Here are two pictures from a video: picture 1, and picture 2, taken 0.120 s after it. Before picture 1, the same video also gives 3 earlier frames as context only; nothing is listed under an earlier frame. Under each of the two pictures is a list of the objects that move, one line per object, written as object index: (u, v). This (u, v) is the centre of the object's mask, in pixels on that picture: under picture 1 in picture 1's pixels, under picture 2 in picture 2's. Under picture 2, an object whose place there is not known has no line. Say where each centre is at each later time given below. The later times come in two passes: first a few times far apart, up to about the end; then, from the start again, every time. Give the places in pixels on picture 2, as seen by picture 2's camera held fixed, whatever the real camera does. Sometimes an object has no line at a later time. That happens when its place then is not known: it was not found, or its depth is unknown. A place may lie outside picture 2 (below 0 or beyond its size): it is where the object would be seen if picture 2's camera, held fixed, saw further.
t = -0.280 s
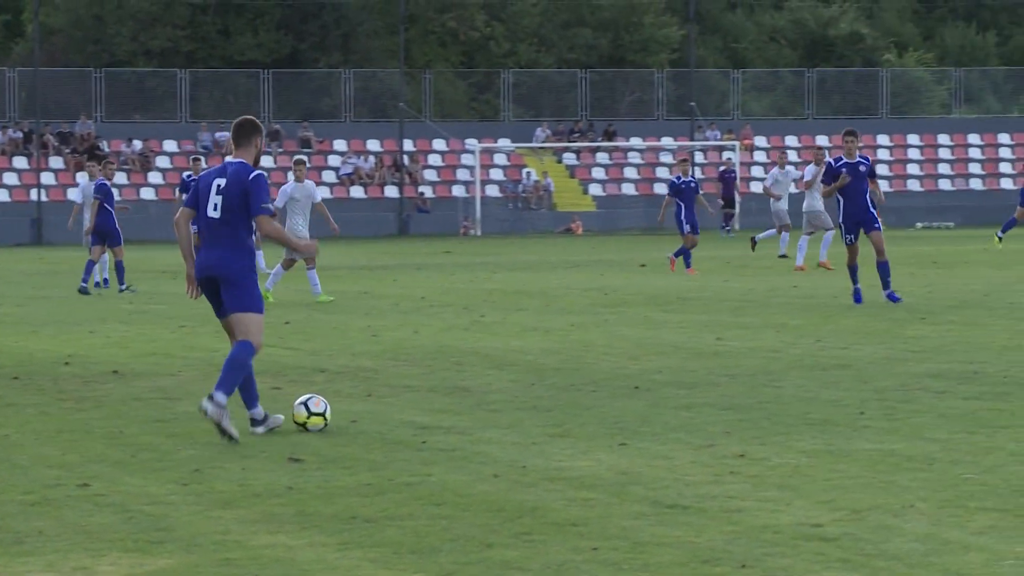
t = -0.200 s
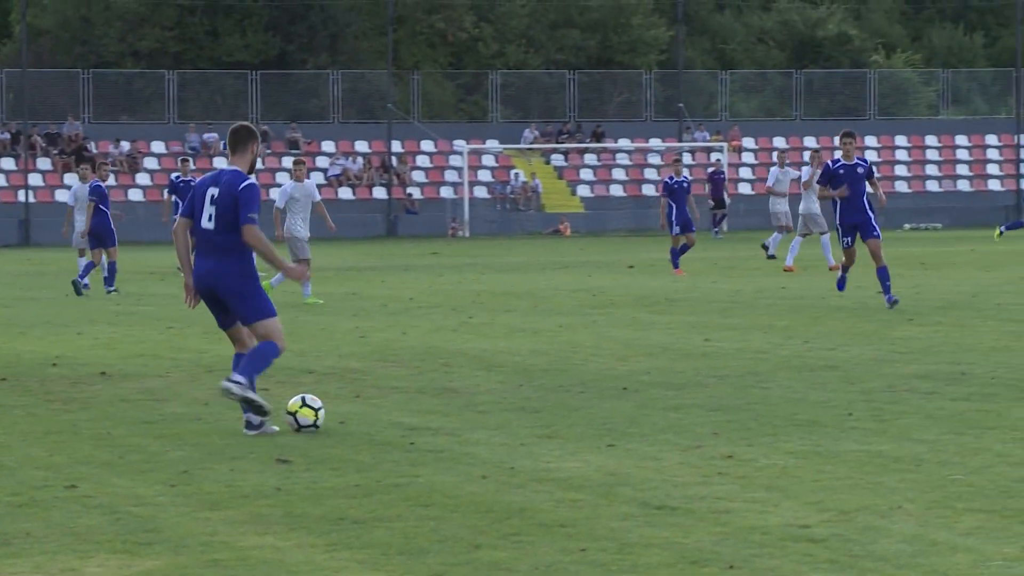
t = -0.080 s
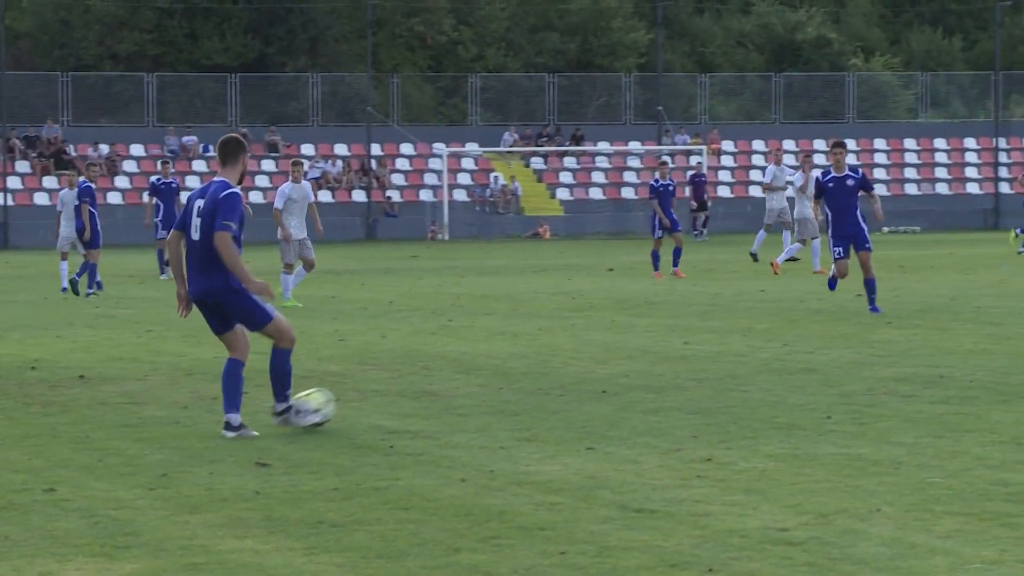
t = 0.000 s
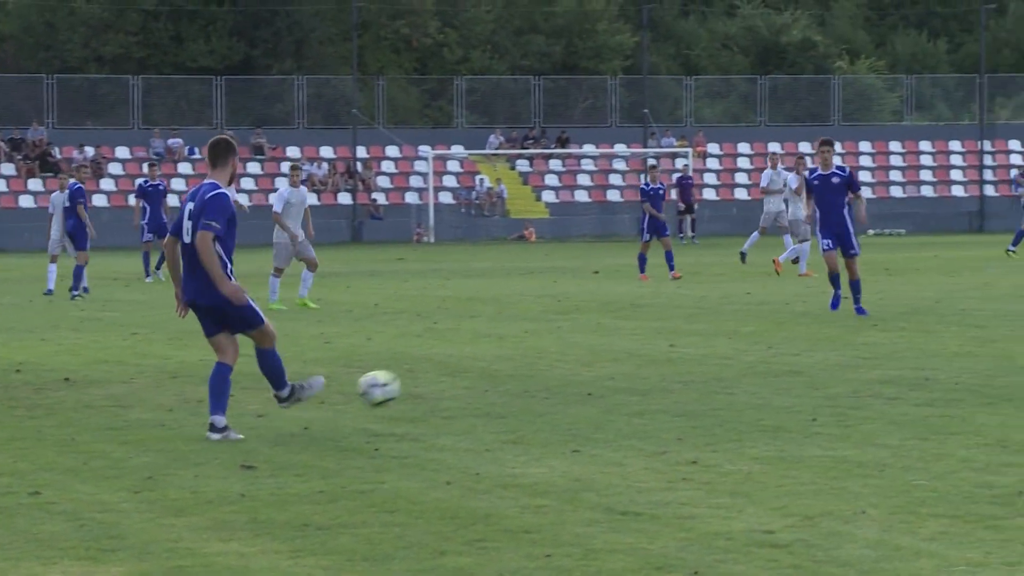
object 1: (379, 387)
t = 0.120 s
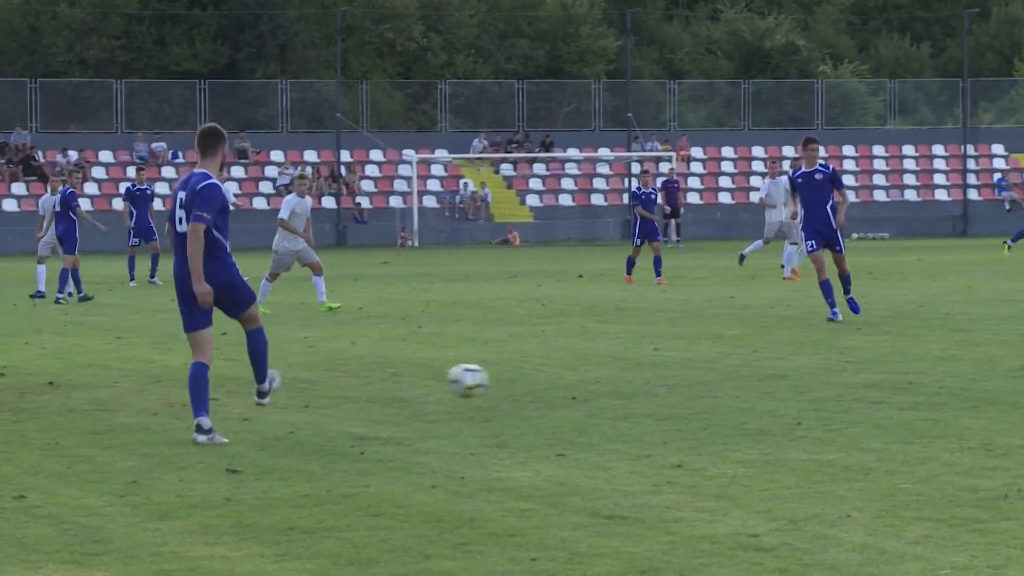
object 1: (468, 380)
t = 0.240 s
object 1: (554, 374)
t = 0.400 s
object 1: (641, 344)
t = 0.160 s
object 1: (499, 381)
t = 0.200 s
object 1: (529, 384)
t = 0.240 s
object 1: (554, 374)
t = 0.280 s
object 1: (576, 363)
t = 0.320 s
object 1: (598, 354)
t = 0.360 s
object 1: (619, 348)
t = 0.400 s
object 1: (641, 344)
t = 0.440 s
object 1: (661, 344)
